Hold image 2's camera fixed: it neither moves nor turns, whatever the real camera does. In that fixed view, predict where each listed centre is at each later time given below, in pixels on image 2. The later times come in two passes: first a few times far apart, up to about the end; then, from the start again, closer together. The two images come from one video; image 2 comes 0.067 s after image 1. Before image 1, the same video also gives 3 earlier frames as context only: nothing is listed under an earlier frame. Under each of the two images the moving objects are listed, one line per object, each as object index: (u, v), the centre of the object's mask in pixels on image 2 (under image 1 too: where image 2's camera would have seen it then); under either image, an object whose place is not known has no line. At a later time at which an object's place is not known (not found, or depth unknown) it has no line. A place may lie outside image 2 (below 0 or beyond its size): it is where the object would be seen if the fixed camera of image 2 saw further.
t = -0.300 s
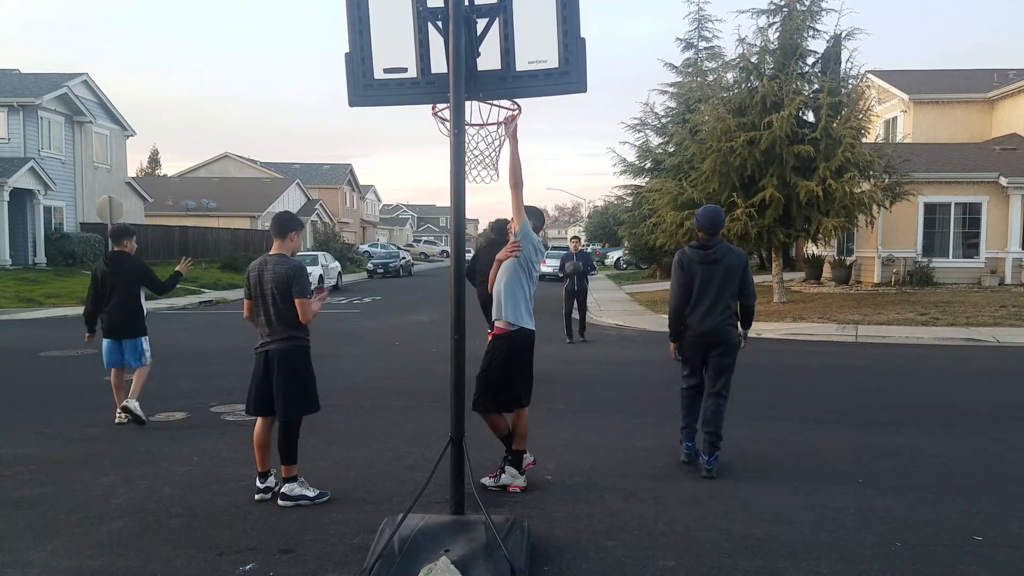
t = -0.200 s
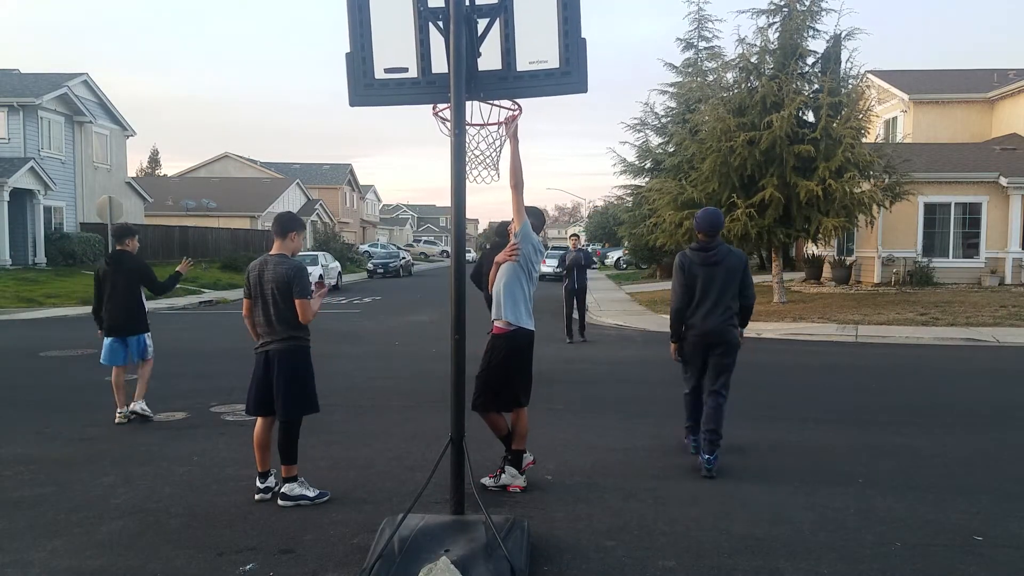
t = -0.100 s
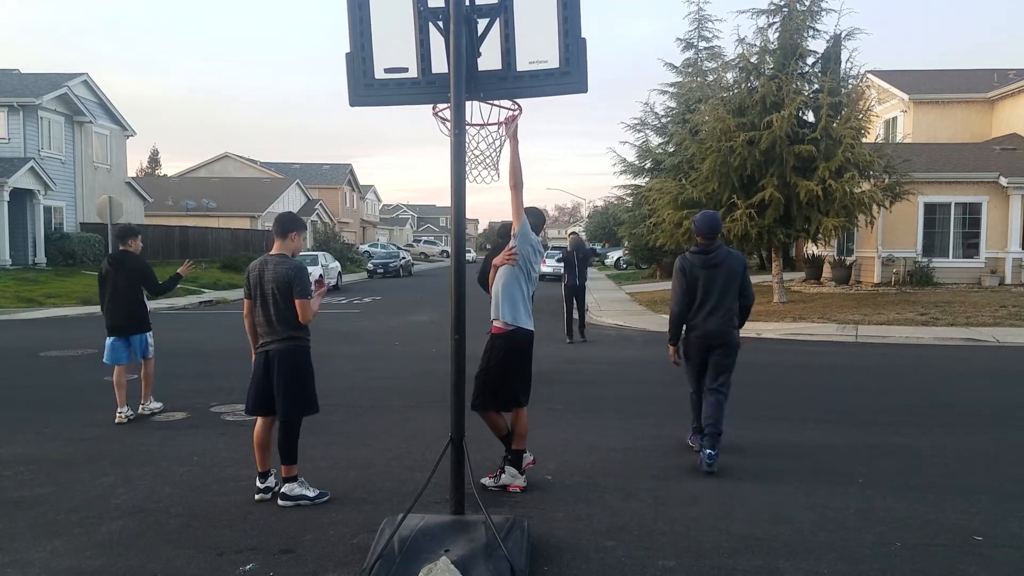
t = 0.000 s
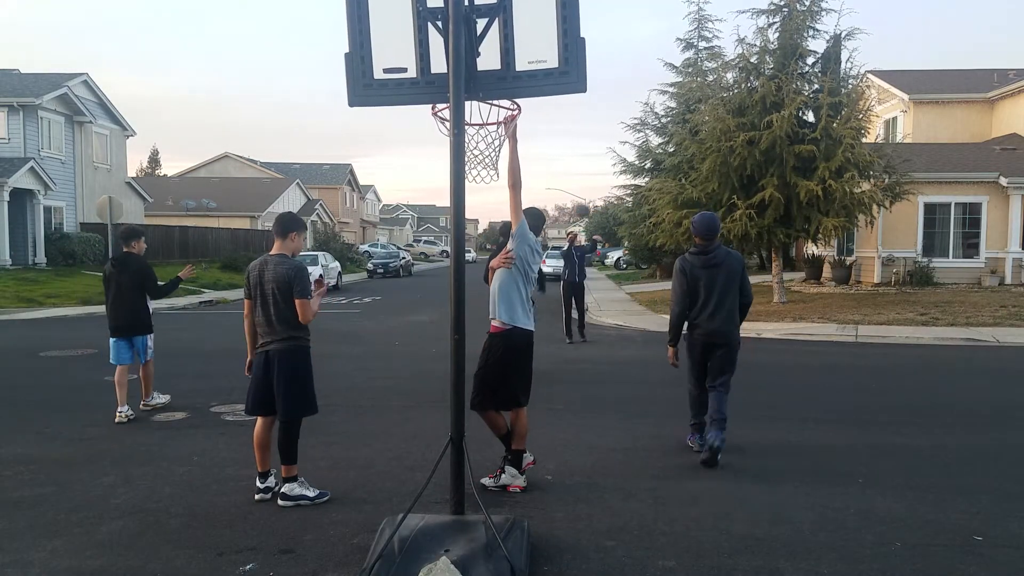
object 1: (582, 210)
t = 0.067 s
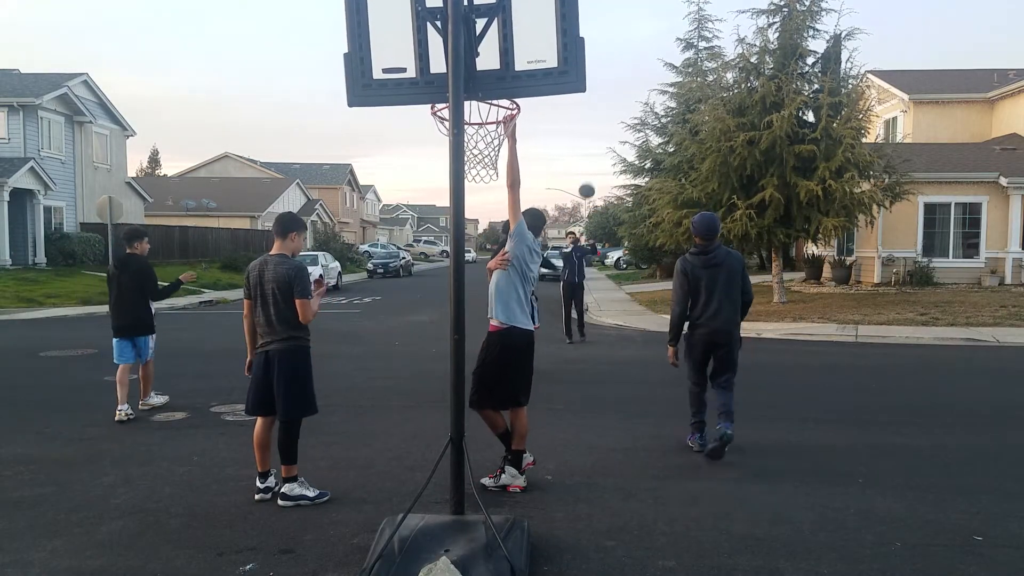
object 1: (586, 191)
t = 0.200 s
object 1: (596, 156)
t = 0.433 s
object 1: (617, 118)
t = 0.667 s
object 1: (644, 121)
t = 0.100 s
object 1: (588, 181)
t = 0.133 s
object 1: (591, 173)
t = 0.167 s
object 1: (593, 164)
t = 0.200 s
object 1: (596, 156)
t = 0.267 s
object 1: (601, 142)
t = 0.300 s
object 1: (604, 136)
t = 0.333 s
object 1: (607, 130)
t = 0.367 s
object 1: (610, 125)
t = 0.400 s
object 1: (613, 121)
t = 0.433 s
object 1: (617, 118)
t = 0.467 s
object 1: (620, 115)
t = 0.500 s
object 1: (624, 114)
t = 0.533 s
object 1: (627, 113)
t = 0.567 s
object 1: (631, 113)
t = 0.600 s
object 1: (635, 115)
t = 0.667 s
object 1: (644, 121)
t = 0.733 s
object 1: (653, 132)
